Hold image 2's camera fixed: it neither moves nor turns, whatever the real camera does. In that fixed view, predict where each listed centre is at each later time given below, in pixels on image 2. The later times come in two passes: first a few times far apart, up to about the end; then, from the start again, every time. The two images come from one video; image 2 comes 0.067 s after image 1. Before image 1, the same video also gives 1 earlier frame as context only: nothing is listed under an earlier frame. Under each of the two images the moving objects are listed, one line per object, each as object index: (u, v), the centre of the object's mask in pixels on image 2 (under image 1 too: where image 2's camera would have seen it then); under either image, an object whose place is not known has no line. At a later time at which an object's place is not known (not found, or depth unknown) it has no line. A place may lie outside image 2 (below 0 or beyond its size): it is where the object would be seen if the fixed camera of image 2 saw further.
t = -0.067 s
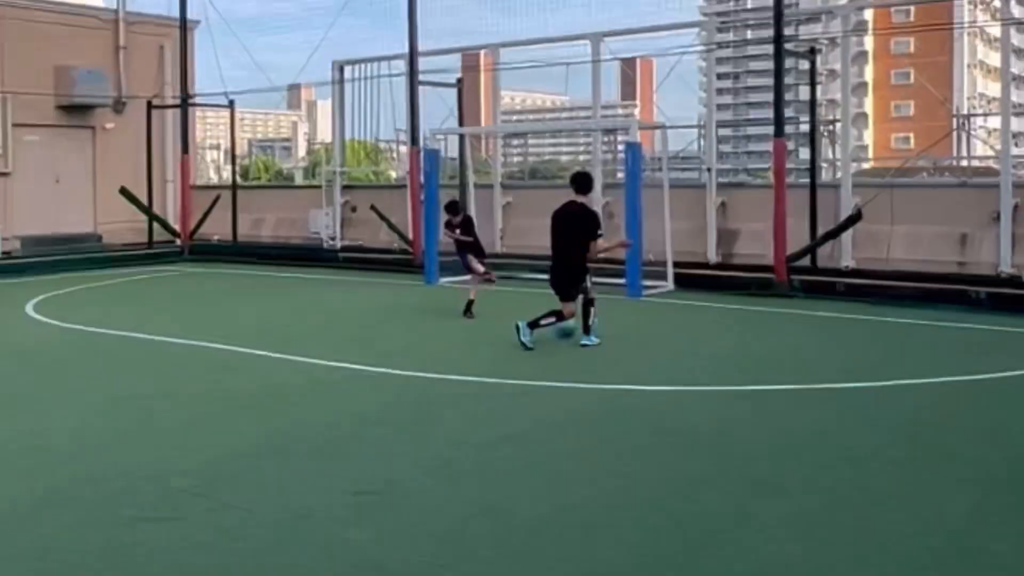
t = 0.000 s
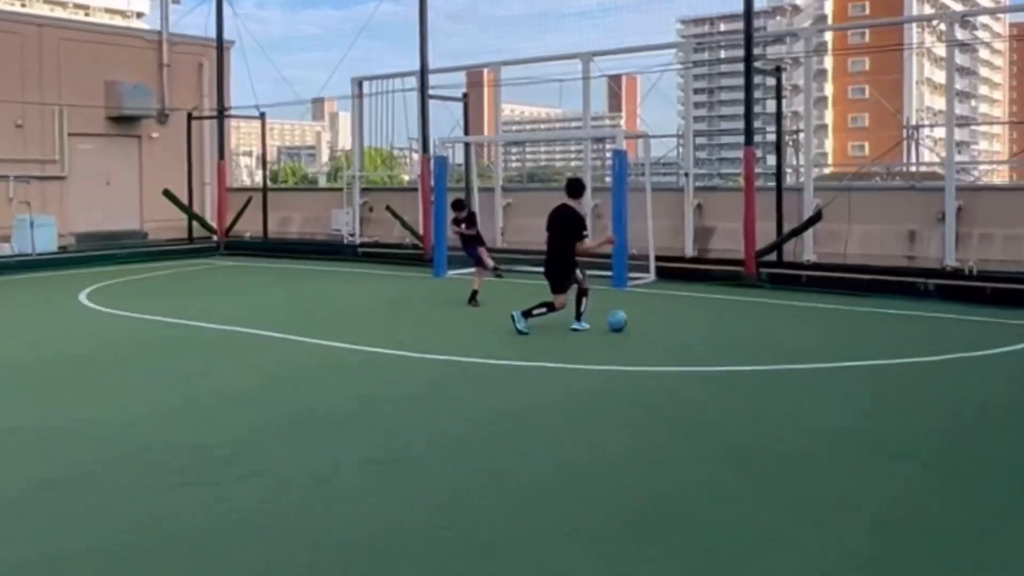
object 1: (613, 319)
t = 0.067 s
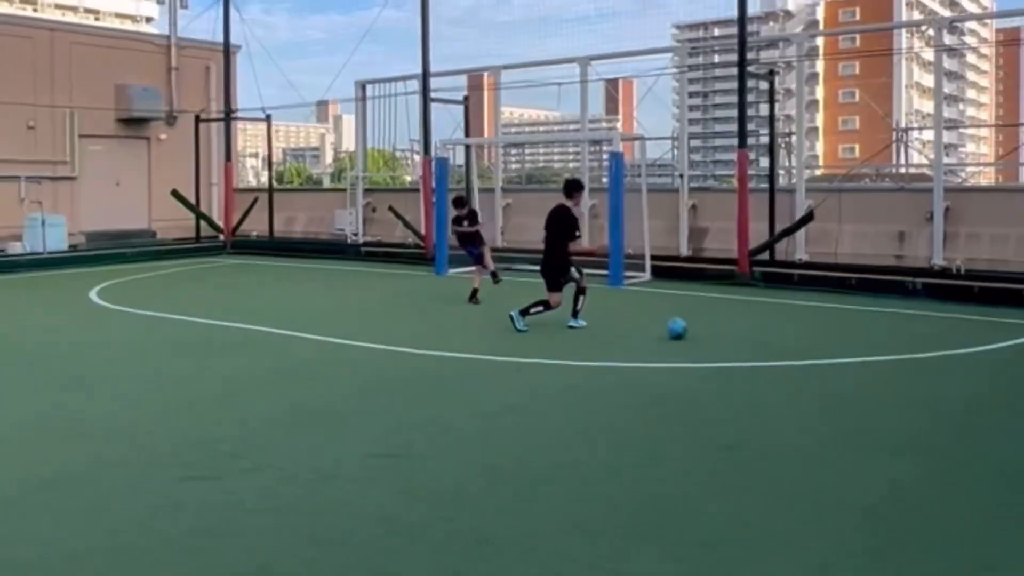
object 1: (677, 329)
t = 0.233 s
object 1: (852, 350)
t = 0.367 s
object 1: (1016, 372)
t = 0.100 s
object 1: (709, 333)
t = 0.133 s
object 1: (743, 338)
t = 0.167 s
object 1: (778, 342)
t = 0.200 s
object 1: (813, 346)
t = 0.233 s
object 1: (852, 350)
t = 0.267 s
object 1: (892, 359)
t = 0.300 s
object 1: (933, 365)
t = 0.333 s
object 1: (973, 366)
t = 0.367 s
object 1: (1016, 372)
